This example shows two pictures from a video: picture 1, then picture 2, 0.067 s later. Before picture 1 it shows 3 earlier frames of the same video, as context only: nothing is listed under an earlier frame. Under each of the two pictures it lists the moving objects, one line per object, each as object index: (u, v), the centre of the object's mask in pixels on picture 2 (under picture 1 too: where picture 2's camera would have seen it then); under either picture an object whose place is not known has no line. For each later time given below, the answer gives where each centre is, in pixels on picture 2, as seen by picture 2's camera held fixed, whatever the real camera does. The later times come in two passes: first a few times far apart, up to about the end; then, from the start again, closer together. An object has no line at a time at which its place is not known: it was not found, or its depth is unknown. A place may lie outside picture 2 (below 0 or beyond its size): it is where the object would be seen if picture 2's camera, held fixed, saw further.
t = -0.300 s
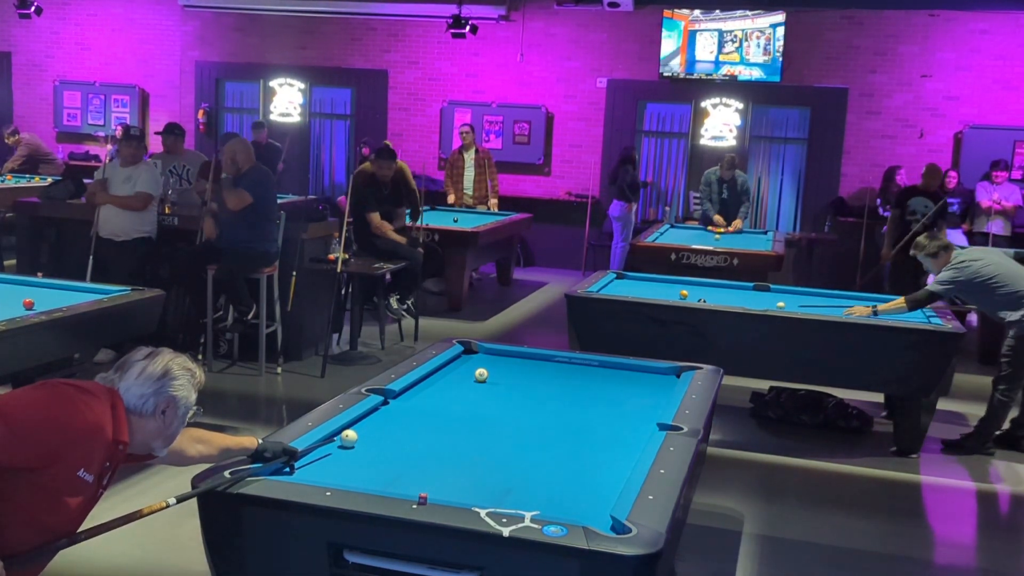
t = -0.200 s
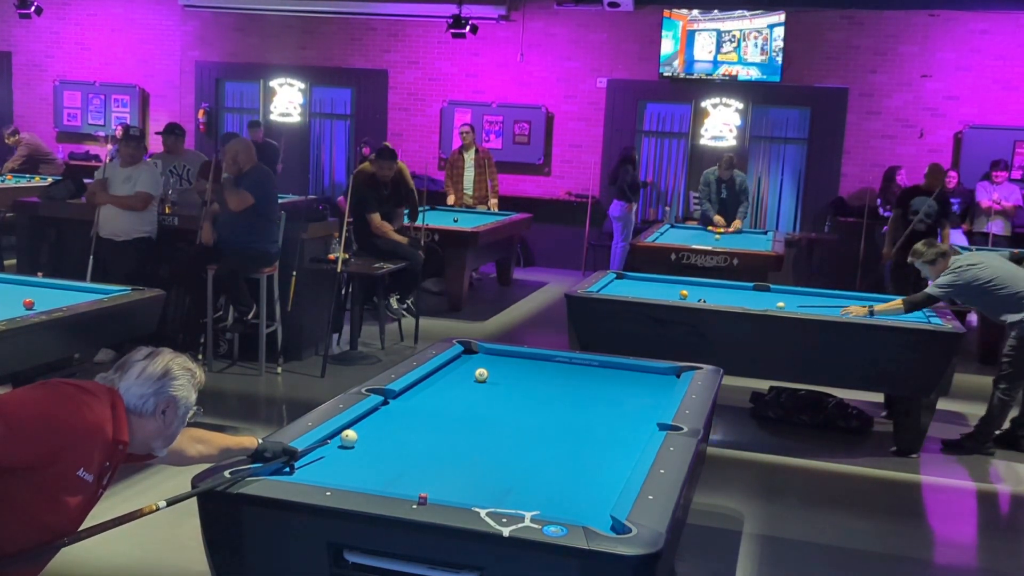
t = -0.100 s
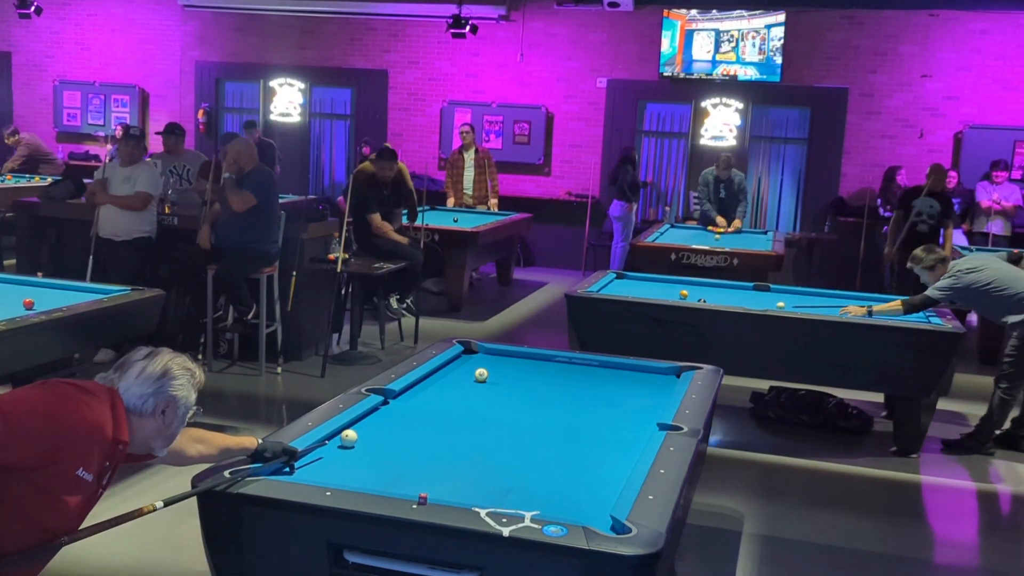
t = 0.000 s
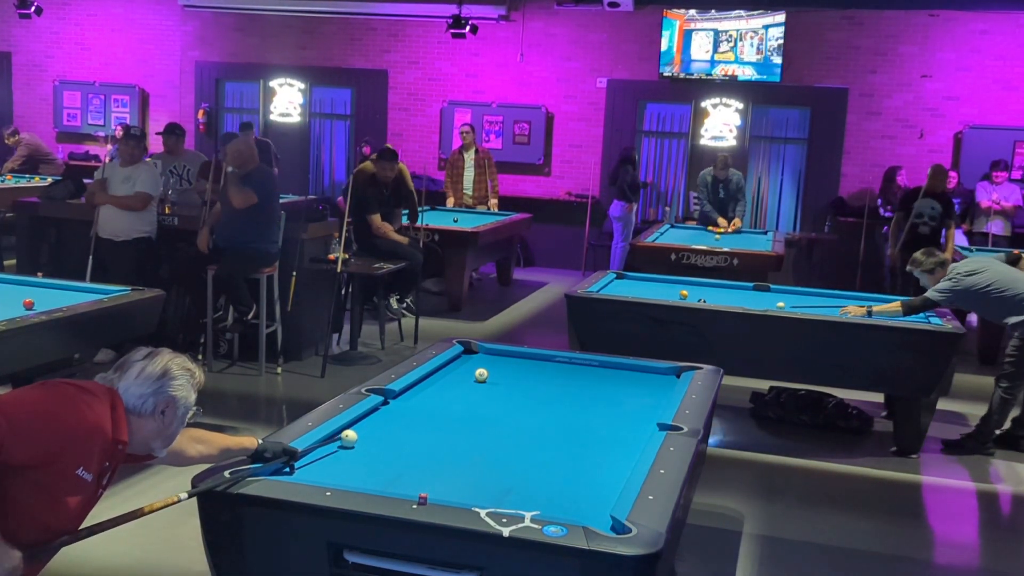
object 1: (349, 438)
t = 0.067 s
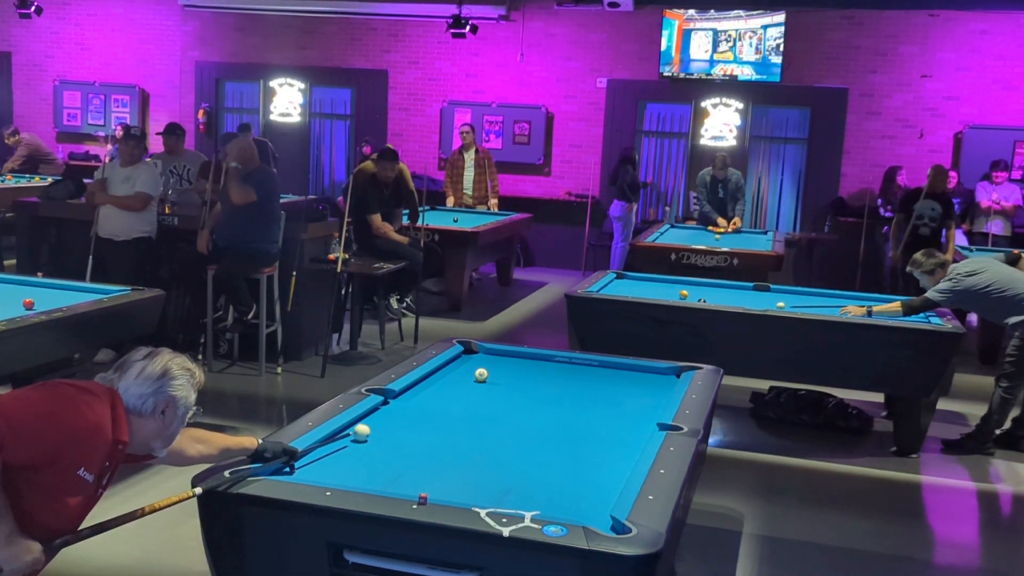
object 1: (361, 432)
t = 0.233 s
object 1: (395, 417)
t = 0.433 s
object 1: (431, 401)
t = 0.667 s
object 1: (467, 385)
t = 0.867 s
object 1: (495, 378)
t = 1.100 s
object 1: (525, 376)
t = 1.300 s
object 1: (550, 374)
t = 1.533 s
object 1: (577, 372)
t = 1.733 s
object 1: (598, 371)
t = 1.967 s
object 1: (622, 369)
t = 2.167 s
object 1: (641, 368)
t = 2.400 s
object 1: (650, 371)
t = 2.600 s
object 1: (658, 374)
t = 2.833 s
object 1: (667, 377)
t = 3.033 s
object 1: (672, 378)
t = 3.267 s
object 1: (666, 379)
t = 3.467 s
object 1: (661, 380)
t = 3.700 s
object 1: (656, 380)
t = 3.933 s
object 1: (652, 381)
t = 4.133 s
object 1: (649, 381)
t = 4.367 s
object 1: (650, 381)
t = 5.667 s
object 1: (641, 382)
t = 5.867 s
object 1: (641, 382)
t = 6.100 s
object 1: (641, 383)
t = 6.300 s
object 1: (641, 382)
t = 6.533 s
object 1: (641, 383)
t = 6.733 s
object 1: (641, 382)
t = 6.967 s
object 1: (641, 382)
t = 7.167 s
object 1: (641, 382)
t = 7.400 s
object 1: (641, 382)
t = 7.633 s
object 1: (641, 382)
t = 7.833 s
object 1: (641, 382)
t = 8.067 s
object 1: (641, 382)
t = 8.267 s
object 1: (641, 382)
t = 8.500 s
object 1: (641, 382)
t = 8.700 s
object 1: (641, 383)
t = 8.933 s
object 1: (641, 382)
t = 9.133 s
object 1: (641, 382)
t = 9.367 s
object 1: (641, 382)
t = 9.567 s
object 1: (641, 382)
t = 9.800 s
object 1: (641, 382)
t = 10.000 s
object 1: (641, 382)
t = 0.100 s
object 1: (368, 430)
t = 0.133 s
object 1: (375, 426)
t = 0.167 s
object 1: (382, 423)
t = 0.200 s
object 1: (389, 420)
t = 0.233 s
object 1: (395, 417)
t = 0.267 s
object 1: (401, 414)
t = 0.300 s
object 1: (408, 412)
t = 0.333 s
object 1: (414, 409)
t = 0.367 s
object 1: (420, 407)
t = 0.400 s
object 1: (426, 404)
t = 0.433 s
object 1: (431, 401)
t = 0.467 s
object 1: (437, 399)
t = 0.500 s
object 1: (442, 396)
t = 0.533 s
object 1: (447, 393)
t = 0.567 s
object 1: (452, 392)
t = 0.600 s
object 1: (457, 389)
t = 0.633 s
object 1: (463, 387)
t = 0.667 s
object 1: (467, 385)
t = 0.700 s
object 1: (472, 382)
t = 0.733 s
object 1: (477, 381)
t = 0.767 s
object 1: (481, 378)
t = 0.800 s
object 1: (485, 378)
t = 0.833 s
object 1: (490, 378)
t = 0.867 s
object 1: (495, 378)
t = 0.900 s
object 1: (499, 378)
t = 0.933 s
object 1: (504, 378)
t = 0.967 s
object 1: (508, 377)
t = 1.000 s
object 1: (512, 377)
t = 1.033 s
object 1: (517, 377)
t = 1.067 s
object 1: (521, 376)
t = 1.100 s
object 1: (525, 376)
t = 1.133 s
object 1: (529, 376)
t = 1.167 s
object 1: (533, 375)
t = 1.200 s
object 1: (538, 375)
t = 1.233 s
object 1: (542, 375)
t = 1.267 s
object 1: (545, 375)
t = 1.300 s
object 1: (550, 374)
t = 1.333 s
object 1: (554, 374)
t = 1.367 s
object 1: (558, 374)
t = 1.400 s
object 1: (562, 373)
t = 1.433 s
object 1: (565, 373)
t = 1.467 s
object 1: (569, 373)
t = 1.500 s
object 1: (573, 372)
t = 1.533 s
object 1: (577, 372)
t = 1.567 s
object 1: (581, 372)
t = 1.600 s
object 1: (584, 371)
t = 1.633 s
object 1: (588, 371)
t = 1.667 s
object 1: (591, 371)
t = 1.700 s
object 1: (595, 371)
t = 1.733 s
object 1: (598, 371)
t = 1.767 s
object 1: (602, 370)
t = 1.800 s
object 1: (605, 370)
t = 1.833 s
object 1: (609, 370)
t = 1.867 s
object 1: (612, 369)
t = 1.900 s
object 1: (616, 369)
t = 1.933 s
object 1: (619, 369)
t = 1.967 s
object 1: (622, 369)
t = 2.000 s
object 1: (626, 369)
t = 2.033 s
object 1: (629, 369)
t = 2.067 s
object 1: (632, 368)
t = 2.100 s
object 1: (635, 368)
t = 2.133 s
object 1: (639, 368)
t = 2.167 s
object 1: (641, 368)
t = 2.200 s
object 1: (642, 369)
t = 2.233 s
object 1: (643, 369)
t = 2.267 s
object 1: (645, 369)
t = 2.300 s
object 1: (646, 370)
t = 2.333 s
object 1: (647, 370)
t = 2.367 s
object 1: (649, 371)
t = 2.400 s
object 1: (650, 371)
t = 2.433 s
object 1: (651, 371)
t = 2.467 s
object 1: (653, 372)
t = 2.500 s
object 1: (654, 373)
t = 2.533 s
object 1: (655, 373)
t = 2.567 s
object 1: (657, 373)
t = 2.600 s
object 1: (658, 374)
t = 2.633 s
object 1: (660, 375)
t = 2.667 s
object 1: (661, 375)
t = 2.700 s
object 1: (662, 375)
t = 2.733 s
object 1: (663, 375)
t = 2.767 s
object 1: (665, 376)
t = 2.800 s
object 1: (666, 376)
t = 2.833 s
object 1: (667, 377)
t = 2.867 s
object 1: (669, 377)
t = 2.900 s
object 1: (670, 378)
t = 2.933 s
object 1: (671, 378)
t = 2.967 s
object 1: (672, 378)
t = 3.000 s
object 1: (673, 378)
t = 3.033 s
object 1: (672, 378)
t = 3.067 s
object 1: (671, 378)
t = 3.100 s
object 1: (670, 379)
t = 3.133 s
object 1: (669, 379)
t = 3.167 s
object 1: (669, 379)
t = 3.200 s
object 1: (668, 379)
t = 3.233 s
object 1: (667, 379)
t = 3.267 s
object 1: (666, 379)
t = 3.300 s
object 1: (665, 379)
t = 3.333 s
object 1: (664, 379)
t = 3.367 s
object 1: (663, 379)
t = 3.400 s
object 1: (663, 379)
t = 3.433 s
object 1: (662, 379)
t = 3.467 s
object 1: (661, 380)
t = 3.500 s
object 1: (661, 380)
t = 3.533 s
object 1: (660, 380)
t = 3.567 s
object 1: (659, 380)
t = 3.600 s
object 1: (658, 380)
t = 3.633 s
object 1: (657, 380)
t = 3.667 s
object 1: (657, 380)
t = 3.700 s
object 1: (656, 380)
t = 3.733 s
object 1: (655, 381)
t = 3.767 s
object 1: (655, 381)
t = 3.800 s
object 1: (654, 381)
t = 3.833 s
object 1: (654, 381)
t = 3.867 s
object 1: (653, 381)
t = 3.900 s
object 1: (653, 381)
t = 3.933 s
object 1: (652, 381)
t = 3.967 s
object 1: (652, 381)
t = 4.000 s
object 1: (651, 381)
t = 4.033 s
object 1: (651, 381)
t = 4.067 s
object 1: (650, 381)
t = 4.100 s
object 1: (650, 381)
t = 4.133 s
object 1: (649, 381)
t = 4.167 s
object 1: (649, 381)
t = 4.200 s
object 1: (648, 381)
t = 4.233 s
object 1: (648, 381)
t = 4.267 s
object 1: (648, 381)
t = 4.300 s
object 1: (647, 381)
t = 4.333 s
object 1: (647, 381)
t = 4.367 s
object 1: (650, 381)
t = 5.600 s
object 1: (644, 382)
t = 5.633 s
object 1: (643, 382)
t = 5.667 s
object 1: (641, 382)
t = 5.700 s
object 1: (640, 382)
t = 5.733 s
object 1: (640, 383)
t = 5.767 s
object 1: (641, 383)
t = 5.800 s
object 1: (641, 382)
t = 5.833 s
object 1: (641, 383)
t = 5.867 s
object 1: (641, 382)
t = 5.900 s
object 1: (641, 382)
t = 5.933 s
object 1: (641, 383)
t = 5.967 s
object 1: (641, 382)
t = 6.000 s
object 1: (641, 382)
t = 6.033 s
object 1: (641, 382)
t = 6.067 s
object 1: (641, 382)
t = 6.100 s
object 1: (641, 383)
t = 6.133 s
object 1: (641, 383)
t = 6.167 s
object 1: (641, 383)
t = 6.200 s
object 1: (641, 383)
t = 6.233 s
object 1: (641, 382)
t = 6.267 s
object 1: (641, 382)
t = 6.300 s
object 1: (641, 382)
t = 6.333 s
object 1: (641, 383)
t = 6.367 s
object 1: (641, 383)
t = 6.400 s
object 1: (641, 383)
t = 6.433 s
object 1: (641, 382)
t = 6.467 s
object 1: (641, 382)
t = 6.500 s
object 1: (641, 382)
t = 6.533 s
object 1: (641, 383)
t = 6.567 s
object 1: (641, 382)
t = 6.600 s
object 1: (641, 383)
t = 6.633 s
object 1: (641, 382)
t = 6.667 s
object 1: (641, 382)
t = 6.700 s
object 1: (641, 382)
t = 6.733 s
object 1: (641, 382)
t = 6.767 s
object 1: (641, 382)
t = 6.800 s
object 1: (641, 382)
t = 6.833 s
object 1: (641, 382)
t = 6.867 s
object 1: (641, 382)
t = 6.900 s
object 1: (641, 382)
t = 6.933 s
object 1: (641, 382)
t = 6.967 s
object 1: (641, 382)
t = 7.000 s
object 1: (641, 382)
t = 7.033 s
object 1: (641, 382)
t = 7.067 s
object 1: (641, 382)
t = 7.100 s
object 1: (641, 382)
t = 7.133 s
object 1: (641, 382)
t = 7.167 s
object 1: (641, 382)
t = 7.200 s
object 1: (641, 382)
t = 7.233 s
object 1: (641, 382)
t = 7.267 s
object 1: (641, 382)
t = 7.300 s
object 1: (641, 382)
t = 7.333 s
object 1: (641, 382)
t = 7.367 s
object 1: (641, 382)
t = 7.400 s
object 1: (641, 382)
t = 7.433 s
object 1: (641, 382)
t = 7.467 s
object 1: (641, 382)
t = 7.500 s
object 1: (641, 382)
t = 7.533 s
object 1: (641, 382)
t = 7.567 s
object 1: (641, 382)
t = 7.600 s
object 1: (641, 382)
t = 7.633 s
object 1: (641, 382)
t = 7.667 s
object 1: (641, 382)
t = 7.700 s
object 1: (641, 382)
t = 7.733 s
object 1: (641, 382)
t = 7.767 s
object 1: (641, 382)
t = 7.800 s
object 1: (641, 382)
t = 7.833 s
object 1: (641, 382)
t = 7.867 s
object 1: (641, 382)
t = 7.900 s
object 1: (641, 382)
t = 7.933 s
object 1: (641, 382)
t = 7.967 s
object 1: (641, 382)
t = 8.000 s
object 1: (641, 382)
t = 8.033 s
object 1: (641, 382)
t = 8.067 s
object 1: (641, 382)
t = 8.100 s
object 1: (641, 382)
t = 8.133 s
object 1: (641, 382)
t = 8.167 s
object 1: (641, 382)
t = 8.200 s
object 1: (640, 382)
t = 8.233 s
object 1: (641, 382)
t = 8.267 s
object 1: (641, 382)
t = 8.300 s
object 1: (641, 382)
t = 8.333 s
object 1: (641, 382)
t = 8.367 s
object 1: (641, 382)
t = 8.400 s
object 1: (641, 382)
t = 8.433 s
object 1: (641, 382)
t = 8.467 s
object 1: (641, 382)
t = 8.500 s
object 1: (641, 382)
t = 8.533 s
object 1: (641, 382)
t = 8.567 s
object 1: (641, 382)
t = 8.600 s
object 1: (641, 382)
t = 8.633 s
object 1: (641, 382)
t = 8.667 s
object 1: (641, 382)
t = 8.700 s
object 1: (641, 383)
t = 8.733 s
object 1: (641, 382)
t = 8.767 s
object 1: (641, 382)
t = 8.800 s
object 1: (641, 382)
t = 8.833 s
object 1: (641, 382)
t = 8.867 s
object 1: (641, 382)
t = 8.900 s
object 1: (641, 382)
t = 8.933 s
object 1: (641, 382)
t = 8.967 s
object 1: (641, 382)
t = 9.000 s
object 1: (641, 382)
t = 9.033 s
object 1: (641, 382)
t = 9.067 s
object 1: (641, 382)
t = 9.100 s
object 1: (641, 382)
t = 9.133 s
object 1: (641, 382)
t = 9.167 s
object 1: (641, 382)
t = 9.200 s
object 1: (641, 382)
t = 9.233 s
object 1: (641, 382)
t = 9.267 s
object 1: (641, 382)
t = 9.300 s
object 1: (641, 382)
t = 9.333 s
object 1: (641, 382)
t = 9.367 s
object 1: (641, 382)
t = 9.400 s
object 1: (641, 383)
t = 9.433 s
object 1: (641, 382)
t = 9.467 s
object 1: (641, 382)
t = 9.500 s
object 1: (641, 382)
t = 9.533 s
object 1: (641, 382)
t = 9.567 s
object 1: (641, 382)
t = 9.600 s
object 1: (641, 382)
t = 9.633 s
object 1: (641, 382)
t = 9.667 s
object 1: (641, 382)
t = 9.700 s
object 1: (641, 382)
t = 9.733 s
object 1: (641, 382)
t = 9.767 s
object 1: (641, 382)
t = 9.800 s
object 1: (641, 382)
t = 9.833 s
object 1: (641, 382)
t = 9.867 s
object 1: (641, 382)
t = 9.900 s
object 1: (641, 382)
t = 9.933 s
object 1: (641, 382)
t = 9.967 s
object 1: (641, 382)
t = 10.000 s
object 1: (641, 382)
